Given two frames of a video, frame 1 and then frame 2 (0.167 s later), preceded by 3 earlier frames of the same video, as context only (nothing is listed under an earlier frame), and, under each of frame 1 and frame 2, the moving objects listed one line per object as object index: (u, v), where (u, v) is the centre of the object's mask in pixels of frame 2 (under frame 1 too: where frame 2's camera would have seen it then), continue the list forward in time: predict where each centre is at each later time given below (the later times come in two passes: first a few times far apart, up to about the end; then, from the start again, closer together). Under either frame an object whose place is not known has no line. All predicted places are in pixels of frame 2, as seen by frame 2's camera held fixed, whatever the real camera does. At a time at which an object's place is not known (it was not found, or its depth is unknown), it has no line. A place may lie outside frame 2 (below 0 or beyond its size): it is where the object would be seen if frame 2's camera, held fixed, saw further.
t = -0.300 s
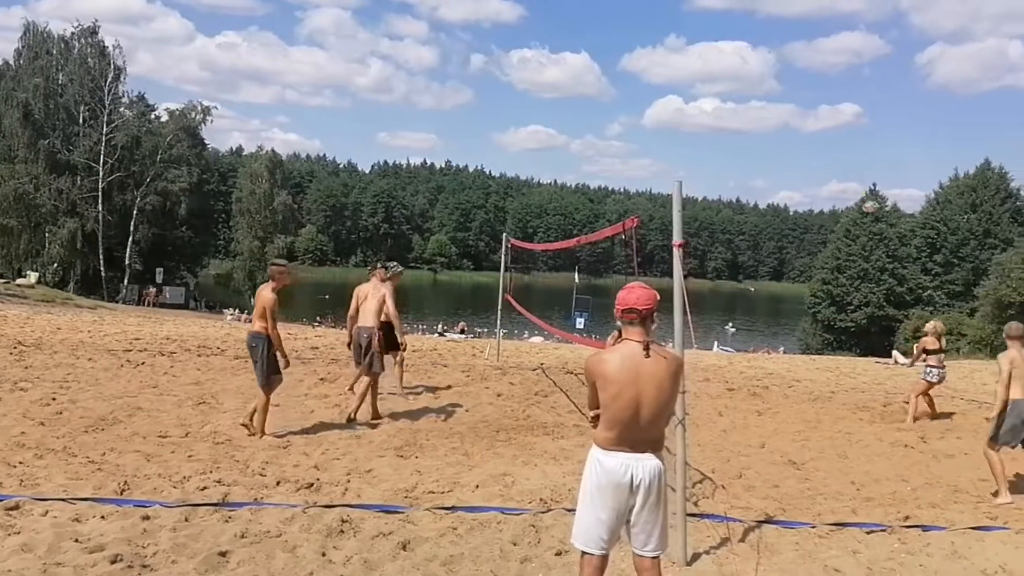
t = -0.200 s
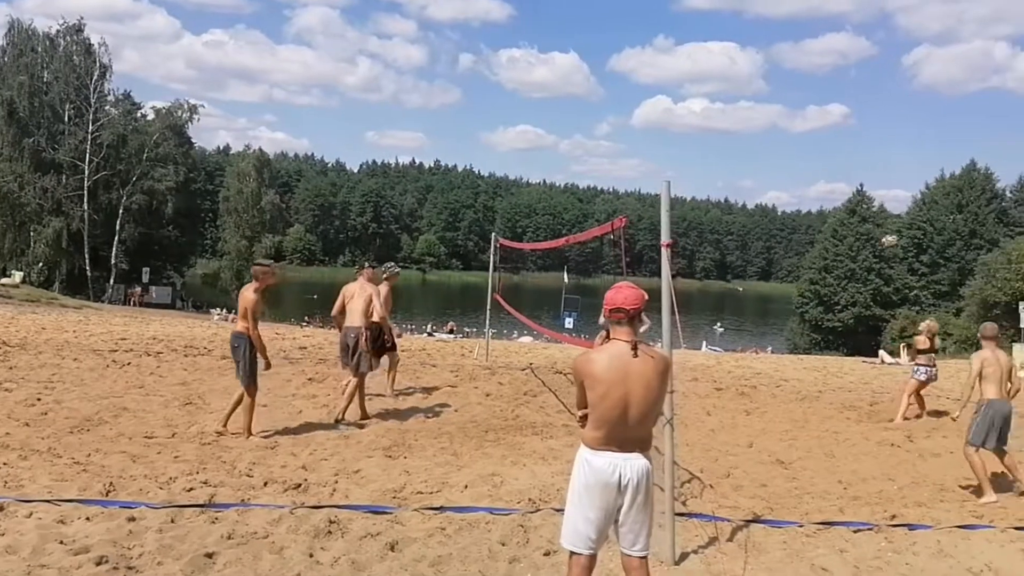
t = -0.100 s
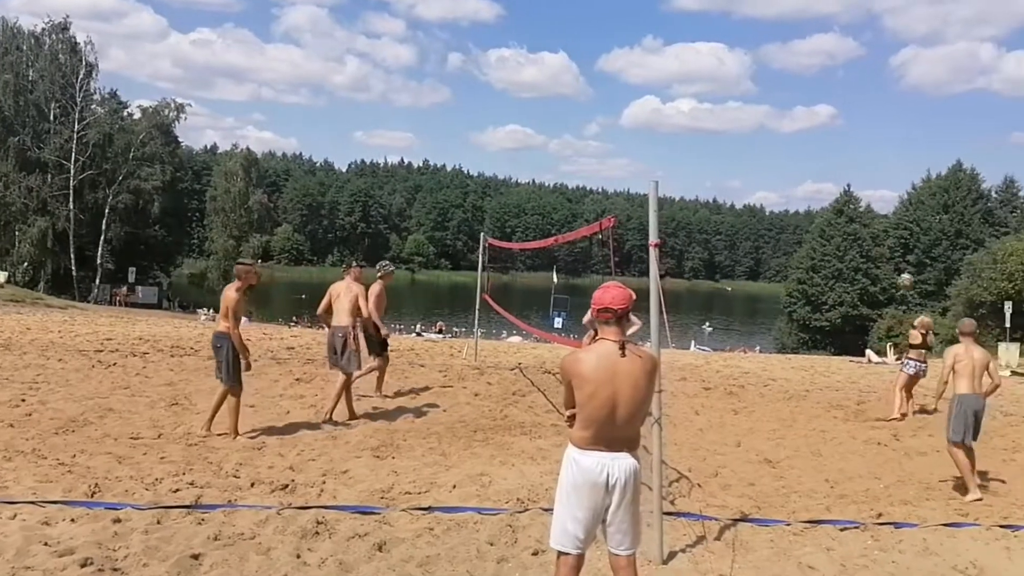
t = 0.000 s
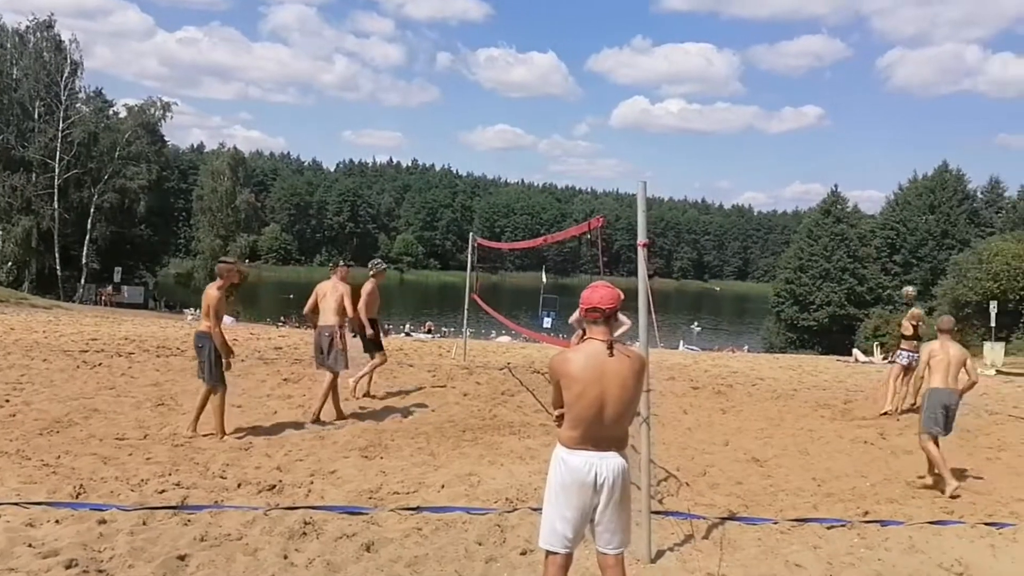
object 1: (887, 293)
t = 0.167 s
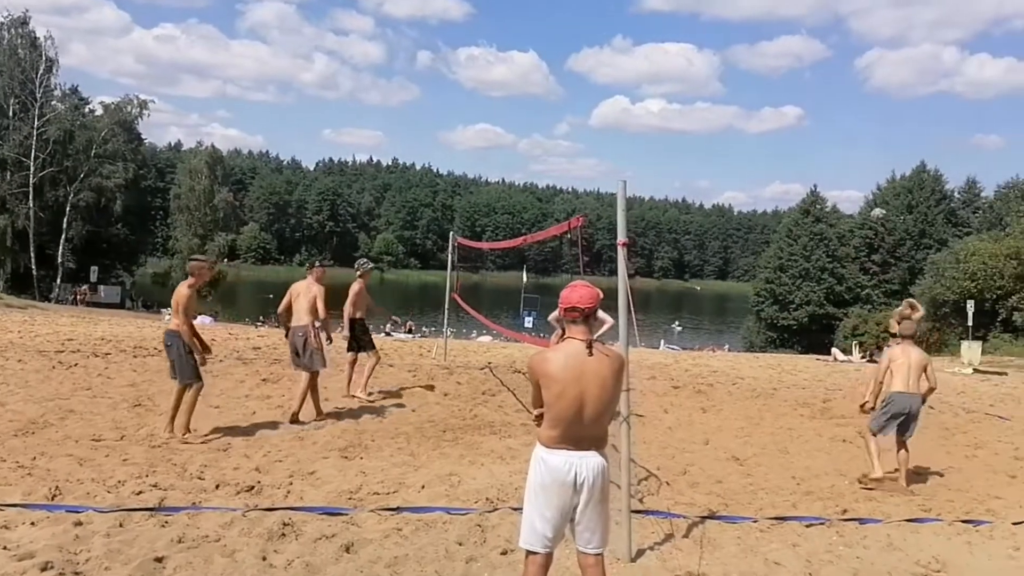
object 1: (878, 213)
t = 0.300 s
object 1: (871, 166)
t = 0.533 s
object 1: (854, 106)
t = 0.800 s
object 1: (827, 86)
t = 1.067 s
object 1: (798, 114)
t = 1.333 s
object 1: (766, 196)
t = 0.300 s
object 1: (871, 166)
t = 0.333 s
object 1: (869, 154)
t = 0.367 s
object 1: (867, 144)
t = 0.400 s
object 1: (865, 135)
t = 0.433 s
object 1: (862, 127)
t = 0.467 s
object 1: (859, 119)
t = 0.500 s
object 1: (858, 112)
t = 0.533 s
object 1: (854, 106)
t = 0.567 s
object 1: (850, 101)
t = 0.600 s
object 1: (847, 97)
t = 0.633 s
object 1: (844, 93)
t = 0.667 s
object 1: (841, 90)
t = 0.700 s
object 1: (837, 88)
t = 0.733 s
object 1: (834, 87)
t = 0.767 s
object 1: (830, 86)
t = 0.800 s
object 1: (827, 86)
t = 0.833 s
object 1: (823, 86)
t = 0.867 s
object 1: (819, 89)
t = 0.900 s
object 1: (816, 90)
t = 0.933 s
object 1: (813, 94)
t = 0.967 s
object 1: (809, 98)
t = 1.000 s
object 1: (806, 103)
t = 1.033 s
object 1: (802, 109)
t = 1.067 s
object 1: (798, 114)
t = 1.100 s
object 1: (795, 122)
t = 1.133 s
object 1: (791, 130)
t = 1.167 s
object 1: (787, 138)
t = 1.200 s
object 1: (783, 148)
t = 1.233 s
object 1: (779, 159)
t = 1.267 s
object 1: (775, 170)
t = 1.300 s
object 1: (770, 182)
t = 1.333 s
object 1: (766, 196)
